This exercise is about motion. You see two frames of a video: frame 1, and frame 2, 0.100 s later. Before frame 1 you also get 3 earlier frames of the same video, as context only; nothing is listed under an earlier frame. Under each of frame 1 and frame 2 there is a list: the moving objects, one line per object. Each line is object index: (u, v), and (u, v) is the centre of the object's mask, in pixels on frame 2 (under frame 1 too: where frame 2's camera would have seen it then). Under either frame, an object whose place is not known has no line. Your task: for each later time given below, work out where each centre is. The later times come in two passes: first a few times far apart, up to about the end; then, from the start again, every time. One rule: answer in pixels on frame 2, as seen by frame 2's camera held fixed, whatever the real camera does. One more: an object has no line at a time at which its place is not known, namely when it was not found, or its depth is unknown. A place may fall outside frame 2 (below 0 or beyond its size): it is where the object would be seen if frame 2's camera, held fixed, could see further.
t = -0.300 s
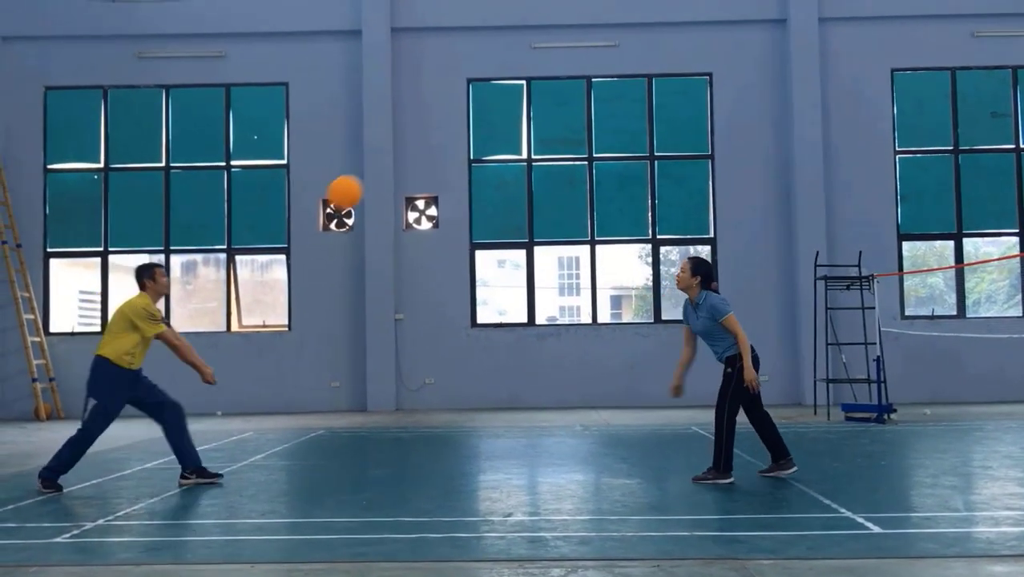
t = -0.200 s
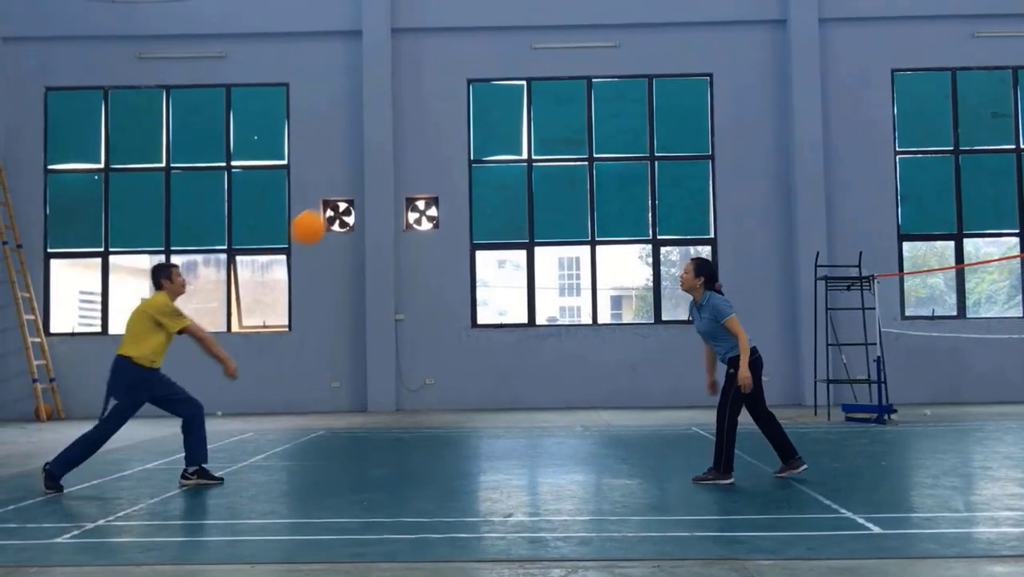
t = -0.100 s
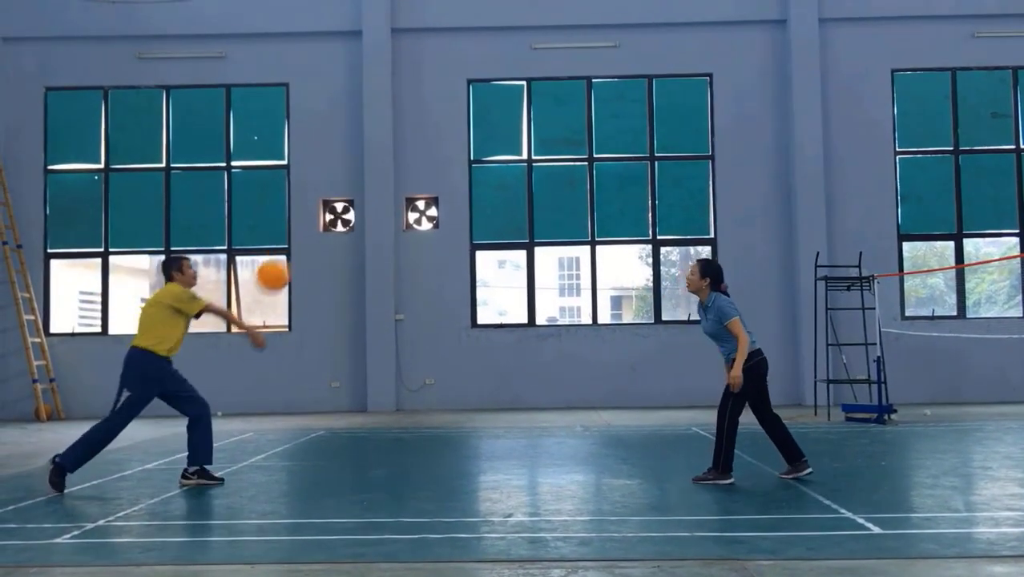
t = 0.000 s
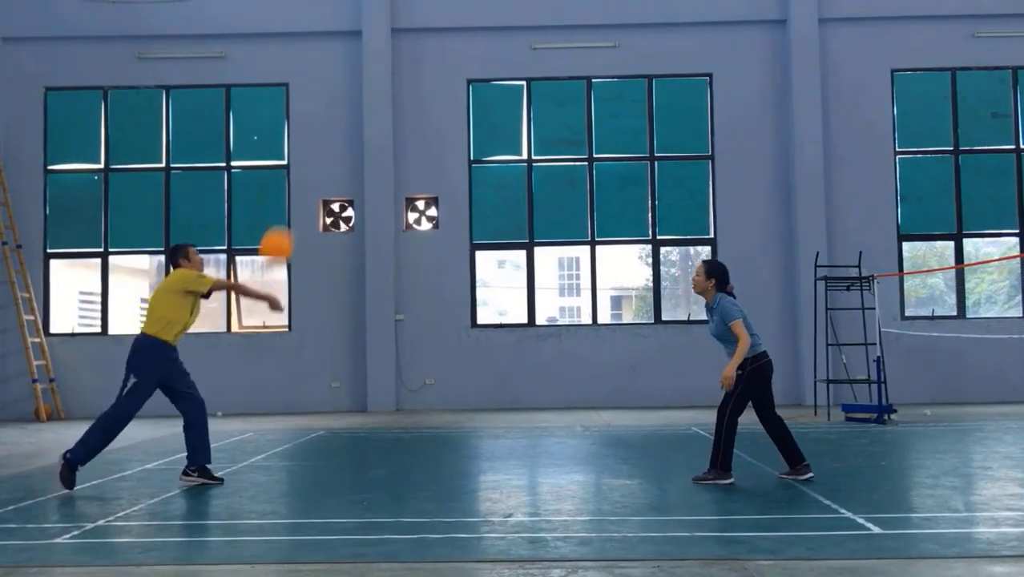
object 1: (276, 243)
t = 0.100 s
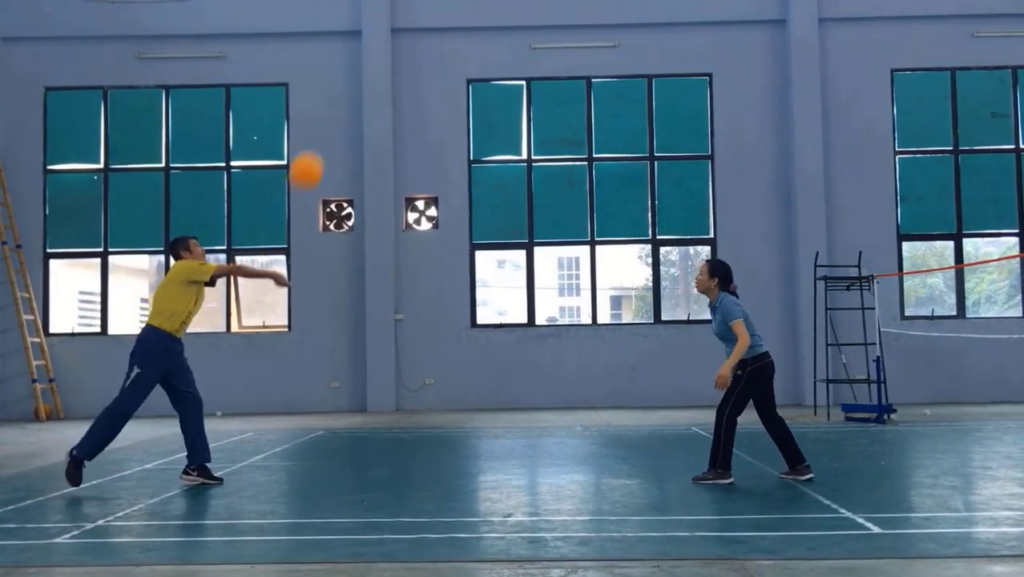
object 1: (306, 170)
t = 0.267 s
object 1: (354, 77)
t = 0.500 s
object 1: (420, 15)
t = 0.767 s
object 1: (494, 33)
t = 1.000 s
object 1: (556, 127)
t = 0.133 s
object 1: (316, 148)
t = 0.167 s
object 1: (326, 128)
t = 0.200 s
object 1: (335, 109)
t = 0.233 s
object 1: (344, 92)
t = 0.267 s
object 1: (354, 77)
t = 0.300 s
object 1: (364, 63)
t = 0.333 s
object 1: (374, 51)
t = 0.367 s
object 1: (383, 41)
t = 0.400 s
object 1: (392, 32)
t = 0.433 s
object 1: (402, 25)
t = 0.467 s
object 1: (411, 19)
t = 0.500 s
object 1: (420, 15)
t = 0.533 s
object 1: (430, 14)
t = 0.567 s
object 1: (439, 13)
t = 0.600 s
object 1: (448, 14)
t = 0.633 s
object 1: (457, 14)
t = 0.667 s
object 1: (466, 16)
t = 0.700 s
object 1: (475, 19)
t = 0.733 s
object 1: (484, 25)
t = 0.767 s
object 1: (494, 33)
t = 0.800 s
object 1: (502, 42)
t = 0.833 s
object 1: (511, 52)
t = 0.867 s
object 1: (520, 64)
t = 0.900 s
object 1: (530, 77)
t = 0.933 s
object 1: (540, 93)
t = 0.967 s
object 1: (548, 110)
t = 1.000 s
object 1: (556, 127)
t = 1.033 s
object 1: (564, 145)
